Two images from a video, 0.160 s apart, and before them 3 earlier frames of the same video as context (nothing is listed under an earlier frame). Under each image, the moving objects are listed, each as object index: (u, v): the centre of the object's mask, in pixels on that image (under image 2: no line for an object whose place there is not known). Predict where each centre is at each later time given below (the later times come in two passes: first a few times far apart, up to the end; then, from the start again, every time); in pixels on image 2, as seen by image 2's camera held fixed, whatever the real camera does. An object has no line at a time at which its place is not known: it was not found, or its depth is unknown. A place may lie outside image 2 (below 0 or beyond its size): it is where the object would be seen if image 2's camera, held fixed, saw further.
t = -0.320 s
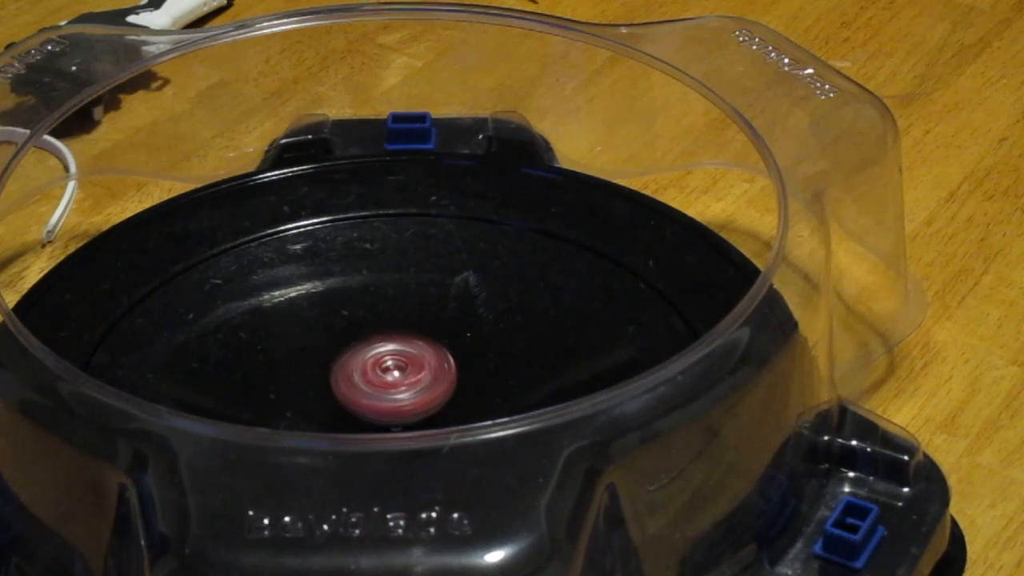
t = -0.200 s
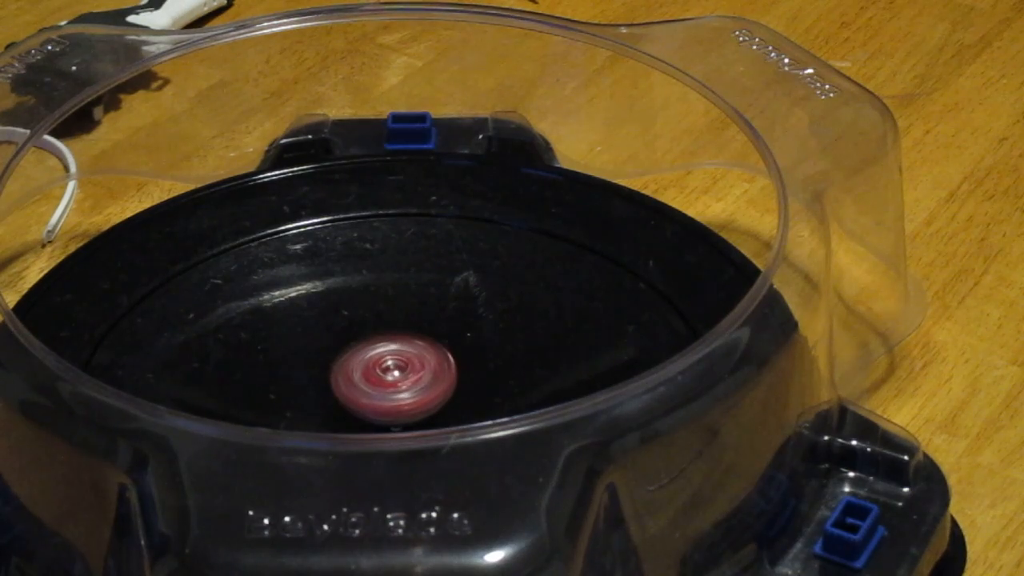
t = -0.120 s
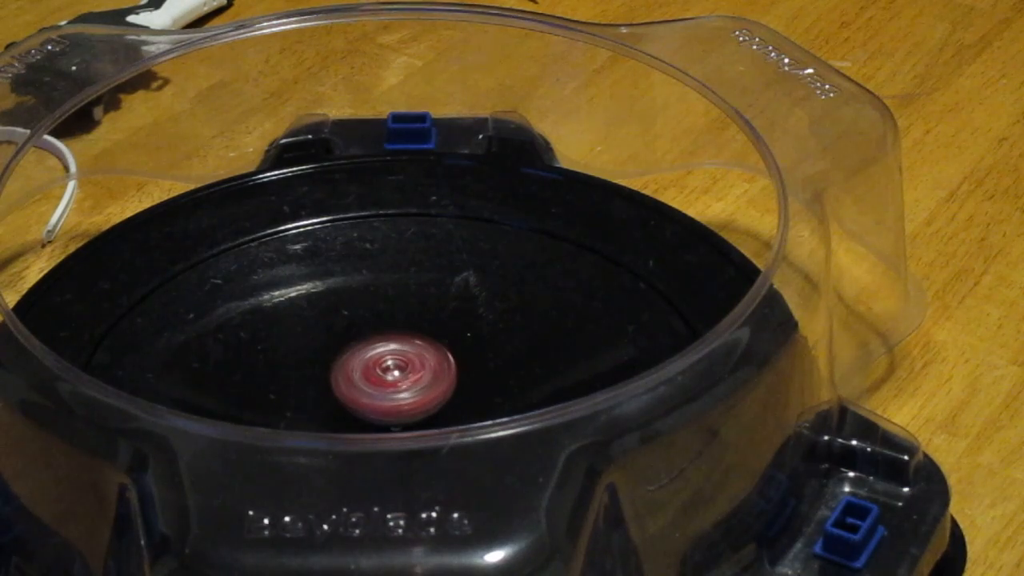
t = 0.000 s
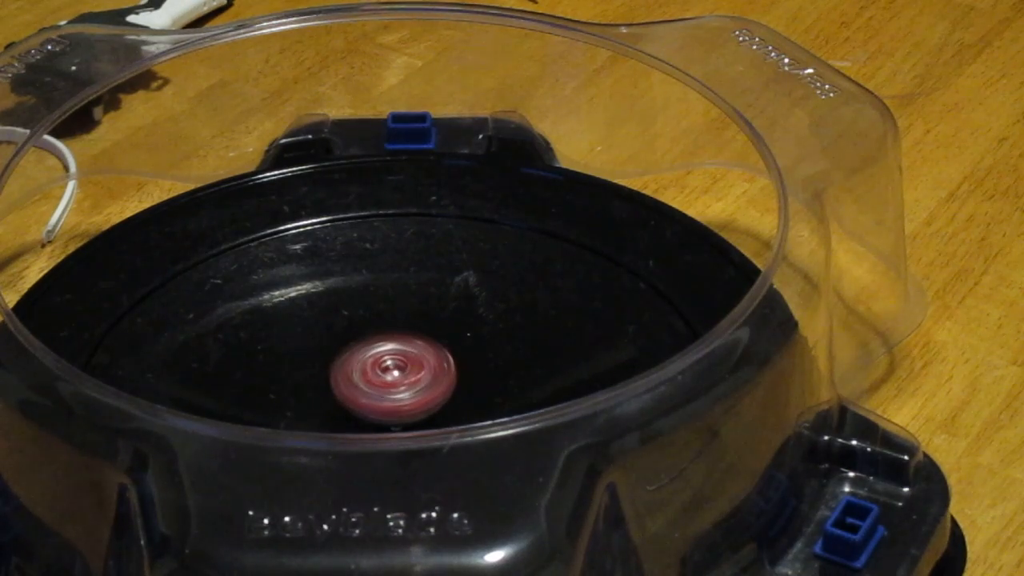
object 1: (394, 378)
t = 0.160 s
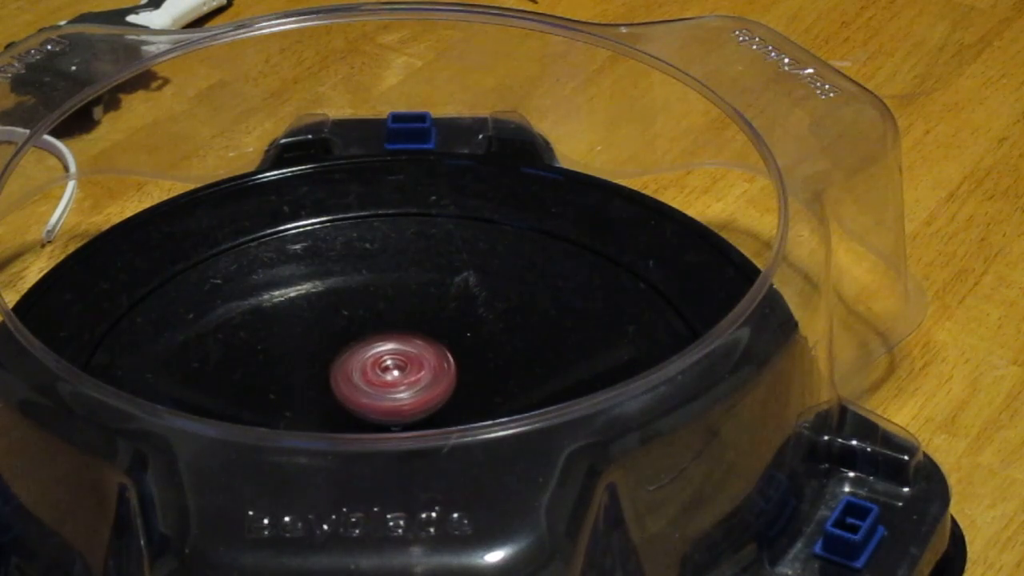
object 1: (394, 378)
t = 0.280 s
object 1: (394, 377)
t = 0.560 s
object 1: (393, 377)
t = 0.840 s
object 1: (393, 377)
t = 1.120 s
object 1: (393, 377)
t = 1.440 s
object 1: (393, 377)
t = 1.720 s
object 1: (392, 377)
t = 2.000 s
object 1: (392, 376)
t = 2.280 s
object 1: (392, 377)
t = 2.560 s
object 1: (392, 377)
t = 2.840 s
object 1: (391, 377)
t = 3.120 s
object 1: (391, 377)
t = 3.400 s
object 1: (391, 377)
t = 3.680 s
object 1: (391, 377)
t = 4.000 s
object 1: (391, 377)
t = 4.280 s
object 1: (391, 377)
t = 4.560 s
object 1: (390, 377)
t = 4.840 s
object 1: (390, 377)
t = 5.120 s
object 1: (390, 377)
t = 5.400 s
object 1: (391, 378)
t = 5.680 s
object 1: (394, 378)
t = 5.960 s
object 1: (391, 377)
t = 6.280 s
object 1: (389, 377)
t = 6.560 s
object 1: (387, 381)
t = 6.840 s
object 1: (391, 381)
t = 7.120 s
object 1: (392, 378)
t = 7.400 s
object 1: (389, 379)
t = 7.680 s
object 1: (393, 380)
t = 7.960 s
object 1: (390, 376)
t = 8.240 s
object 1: (390, 378)
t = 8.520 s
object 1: (390, 380)
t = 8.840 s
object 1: (391, 377)
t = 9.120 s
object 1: (395, 379)
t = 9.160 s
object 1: (392, 378)
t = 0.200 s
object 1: (394, 377)
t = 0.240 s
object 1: (394, 377)
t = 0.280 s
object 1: (394, 377)
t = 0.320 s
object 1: (394, 377)
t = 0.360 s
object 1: (394, 377)
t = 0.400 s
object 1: (394, 377)
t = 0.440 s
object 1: (394, 377)
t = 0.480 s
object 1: (393, 377)
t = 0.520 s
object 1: (393, 377)
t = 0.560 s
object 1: (393, 377)
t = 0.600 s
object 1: (394, 377)
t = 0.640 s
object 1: (393, 377)
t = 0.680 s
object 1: (393, 377)
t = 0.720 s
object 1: (393, 377)
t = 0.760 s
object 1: (393, 377)
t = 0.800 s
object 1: (393, 377)
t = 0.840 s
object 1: (393, 377)
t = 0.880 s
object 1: (393, 377)
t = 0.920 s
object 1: (393, 377)
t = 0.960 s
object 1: (393, 377)
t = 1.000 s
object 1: (393, 377)
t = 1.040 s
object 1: (393, 377)
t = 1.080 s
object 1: (393, 377)
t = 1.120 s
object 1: (393, 377)
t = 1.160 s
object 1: (393, 377)
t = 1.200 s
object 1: (393, 377)
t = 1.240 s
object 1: (393, 377)
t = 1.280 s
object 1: (393, 377)
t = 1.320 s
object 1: (393, 377)
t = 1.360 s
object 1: (393, 377)
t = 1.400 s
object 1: (393, 377)
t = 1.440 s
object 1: (393, 377)
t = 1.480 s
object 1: (393, 377)
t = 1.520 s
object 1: (393, 377)
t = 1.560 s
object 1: (393, 377)
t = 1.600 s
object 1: (393, 377)
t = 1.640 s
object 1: (393, 377)
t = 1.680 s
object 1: (392, 377)
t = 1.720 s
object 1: (392, 377)
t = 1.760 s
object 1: (392, 377)
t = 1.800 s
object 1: (392, 376)
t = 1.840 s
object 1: (392, 376)
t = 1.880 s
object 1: (392, 377)
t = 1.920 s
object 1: (392, 377)
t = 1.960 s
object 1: (392, 377)
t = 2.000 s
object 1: (392, 376)
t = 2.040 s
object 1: (392, 376)
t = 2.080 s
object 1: (392, 376)
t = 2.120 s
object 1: (392, 377)
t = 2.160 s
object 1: (392, 377)
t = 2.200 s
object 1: (392, 377)
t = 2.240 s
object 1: (392, 377)
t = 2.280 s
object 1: (392, 377)
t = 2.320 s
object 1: (392, 376)
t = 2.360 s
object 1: (392, 377)
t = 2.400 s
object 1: (392, 377)
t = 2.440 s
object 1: (392, 377)
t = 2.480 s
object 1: (392, 377)
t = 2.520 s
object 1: (392, 377)
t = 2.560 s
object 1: (392, 377)
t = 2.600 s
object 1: (392, 377)
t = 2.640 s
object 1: (392, 377)
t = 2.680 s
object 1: (391, 377)
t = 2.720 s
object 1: (391, 377)
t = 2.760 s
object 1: (392, 377)
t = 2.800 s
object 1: (391, 377)
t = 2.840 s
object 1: (391, 377)
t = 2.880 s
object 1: (391, 377)
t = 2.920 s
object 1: (391, 377)
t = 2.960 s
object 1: (391, 377)
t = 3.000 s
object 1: (391, 377)
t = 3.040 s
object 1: (391, 377)
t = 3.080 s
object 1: (391, 377)
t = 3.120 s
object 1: (391, 377)
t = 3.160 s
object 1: (391, 377)
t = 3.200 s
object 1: (391, 377)
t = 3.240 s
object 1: (391, 377)
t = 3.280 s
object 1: (391, 377)
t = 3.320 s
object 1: (391, 377)
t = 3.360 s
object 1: (391, 377)
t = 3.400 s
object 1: (391, 377)
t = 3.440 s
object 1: (391, 377)
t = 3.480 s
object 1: (391, 377)
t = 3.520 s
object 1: (391, 377)
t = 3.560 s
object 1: (391, 377)
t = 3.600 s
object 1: (391, 377)
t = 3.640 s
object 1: (391, 377)
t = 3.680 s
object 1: (391, 377)
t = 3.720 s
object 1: (391, 377)
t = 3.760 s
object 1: (391, 377)
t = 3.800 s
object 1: (391, 377)
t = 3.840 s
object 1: (391, 377)
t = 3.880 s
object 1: (391, 377)
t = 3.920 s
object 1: (391, 377)
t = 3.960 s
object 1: (391, 377)
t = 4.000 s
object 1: (391, 377)
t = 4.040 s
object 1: (391, 377)
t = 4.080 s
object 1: (391, 377)
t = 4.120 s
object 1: (390, 377)
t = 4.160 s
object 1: (390, 377)
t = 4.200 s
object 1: (391, 377)
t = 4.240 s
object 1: (390, 377)
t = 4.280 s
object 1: (391, 377)
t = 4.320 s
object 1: (391, 377)
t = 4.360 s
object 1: (391, 377)
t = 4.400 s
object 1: (390, 377)
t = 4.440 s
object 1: (390, 377)
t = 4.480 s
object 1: (390, 377)
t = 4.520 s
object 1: (390, 377)
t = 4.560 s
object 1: (390, 377)
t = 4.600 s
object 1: (391, 377)
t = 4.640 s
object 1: (391, 377)
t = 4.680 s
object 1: (391, 377)
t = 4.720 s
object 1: (391, 377)
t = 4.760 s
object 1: (390, 378)
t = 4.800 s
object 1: (390, 377)
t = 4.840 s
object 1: (390, 377)
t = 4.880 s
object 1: (390, 377)
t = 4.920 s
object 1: (390, 377)
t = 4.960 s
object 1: (391, 377)
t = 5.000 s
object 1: (391, 377)
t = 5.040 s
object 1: (391, 378)
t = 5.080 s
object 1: (391, 378)
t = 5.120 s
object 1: (390, 377)
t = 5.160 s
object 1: (389, 378)
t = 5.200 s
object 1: (389, 377)
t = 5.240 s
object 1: (390, 377)
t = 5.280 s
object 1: (391, 377)
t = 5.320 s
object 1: (392, 377)
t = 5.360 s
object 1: (391, 378)
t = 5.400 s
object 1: (391, 378)
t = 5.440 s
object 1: (390, 379)
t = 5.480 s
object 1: (389, 378)
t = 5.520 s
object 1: (389, 377)
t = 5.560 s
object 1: (389, 376)
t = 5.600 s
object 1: (391, 376)
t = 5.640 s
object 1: (393, 377)
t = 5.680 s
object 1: (394, 378)
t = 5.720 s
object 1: (392, 379)
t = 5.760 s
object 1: (389, 380)
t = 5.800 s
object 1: (386, 381)
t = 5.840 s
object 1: (385, 379)
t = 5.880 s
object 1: (386, 377)
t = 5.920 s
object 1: (389, 377)
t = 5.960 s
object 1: (391, 377)
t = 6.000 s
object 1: (393, 378)
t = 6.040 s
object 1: (394, 380)
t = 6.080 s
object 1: (392, 381)
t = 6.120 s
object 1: (389, 382)
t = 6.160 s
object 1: (387, 382)
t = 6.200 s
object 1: (386, 380)
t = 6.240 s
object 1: (386, 379)
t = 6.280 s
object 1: (389, 377)
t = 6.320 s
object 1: (391, 377)
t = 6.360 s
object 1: (395, 378)
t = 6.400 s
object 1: (395, 380)
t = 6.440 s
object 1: (394, 381)
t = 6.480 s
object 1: (391, 382)
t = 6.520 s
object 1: (388, 381)
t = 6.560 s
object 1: (387, 381)
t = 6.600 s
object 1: (386, 379)
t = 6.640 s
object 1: (388, 376)
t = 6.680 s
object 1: (391, 376)
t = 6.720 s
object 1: (393, 377)
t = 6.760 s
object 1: (393, 378)
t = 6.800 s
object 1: (393, 380)
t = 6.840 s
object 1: (391, 381)
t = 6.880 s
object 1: (388, 382)
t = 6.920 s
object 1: (387, 381)
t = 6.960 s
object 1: (386, 379)
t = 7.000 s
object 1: (387, 377)
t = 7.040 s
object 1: (389, 377)
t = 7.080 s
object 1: (391, 377)
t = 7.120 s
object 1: (392, 378)
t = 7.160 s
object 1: (393, 379)
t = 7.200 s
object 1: (393, 380)
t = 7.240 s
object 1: (392, 380)
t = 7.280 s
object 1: (389, 380)
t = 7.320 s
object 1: (389, 380)
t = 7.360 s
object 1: (389, 380)
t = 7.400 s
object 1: (389, 379)
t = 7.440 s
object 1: (389, 377)
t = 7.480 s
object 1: (391, 377)
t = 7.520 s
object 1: (393, 377)
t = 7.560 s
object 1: (393, 378)
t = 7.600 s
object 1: (393, 378)
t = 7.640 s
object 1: (393, 379)
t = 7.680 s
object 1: (393, 380)
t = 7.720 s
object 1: (391, 380)
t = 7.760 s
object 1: (390, 379)
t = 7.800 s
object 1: (391, 379)
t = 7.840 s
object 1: (391, 379)
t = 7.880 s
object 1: (391, 379)
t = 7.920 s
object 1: (390, 377)
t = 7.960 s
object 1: (390, 376)
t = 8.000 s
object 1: (391, 377)
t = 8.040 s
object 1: (390, 377)
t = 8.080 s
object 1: (390, 378)
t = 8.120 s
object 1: (392, 378)
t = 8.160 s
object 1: (392, 378)
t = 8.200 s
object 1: (392, 378)
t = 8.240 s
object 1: (390, 378)
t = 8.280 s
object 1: (391, 379)
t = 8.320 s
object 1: (390, 380)
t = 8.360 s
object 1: (390, 379)
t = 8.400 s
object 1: (390, 379)
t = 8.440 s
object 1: (389, 380)
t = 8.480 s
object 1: (389, 379)
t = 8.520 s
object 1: (390, 380)
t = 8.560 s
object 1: (391, 379)
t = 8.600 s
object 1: (391, 379)
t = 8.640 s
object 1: (388, 378)
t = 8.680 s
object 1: (388, 379)
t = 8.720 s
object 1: (389, 379)
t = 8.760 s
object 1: (390, 379)
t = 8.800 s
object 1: (391, 377)
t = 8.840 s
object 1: (391, 377)
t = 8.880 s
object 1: (391, 378)
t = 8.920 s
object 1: (390, 379)
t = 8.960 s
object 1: (391, 380)
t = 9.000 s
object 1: (391, 380)
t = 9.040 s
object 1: (393, 380)
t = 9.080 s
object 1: (394, 379)
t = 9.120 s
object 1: (395, 379)
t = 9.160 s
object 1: (392, 378)
